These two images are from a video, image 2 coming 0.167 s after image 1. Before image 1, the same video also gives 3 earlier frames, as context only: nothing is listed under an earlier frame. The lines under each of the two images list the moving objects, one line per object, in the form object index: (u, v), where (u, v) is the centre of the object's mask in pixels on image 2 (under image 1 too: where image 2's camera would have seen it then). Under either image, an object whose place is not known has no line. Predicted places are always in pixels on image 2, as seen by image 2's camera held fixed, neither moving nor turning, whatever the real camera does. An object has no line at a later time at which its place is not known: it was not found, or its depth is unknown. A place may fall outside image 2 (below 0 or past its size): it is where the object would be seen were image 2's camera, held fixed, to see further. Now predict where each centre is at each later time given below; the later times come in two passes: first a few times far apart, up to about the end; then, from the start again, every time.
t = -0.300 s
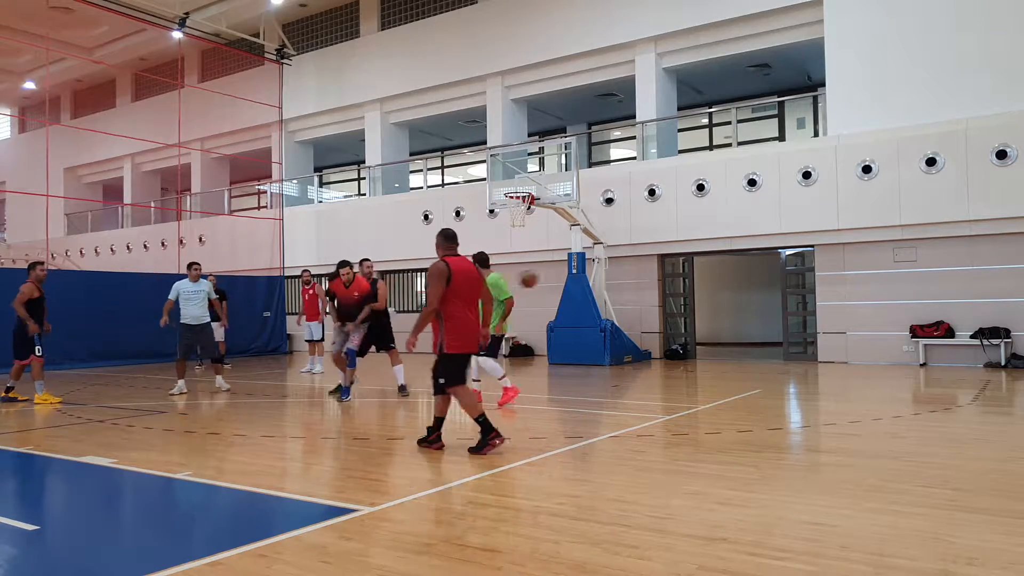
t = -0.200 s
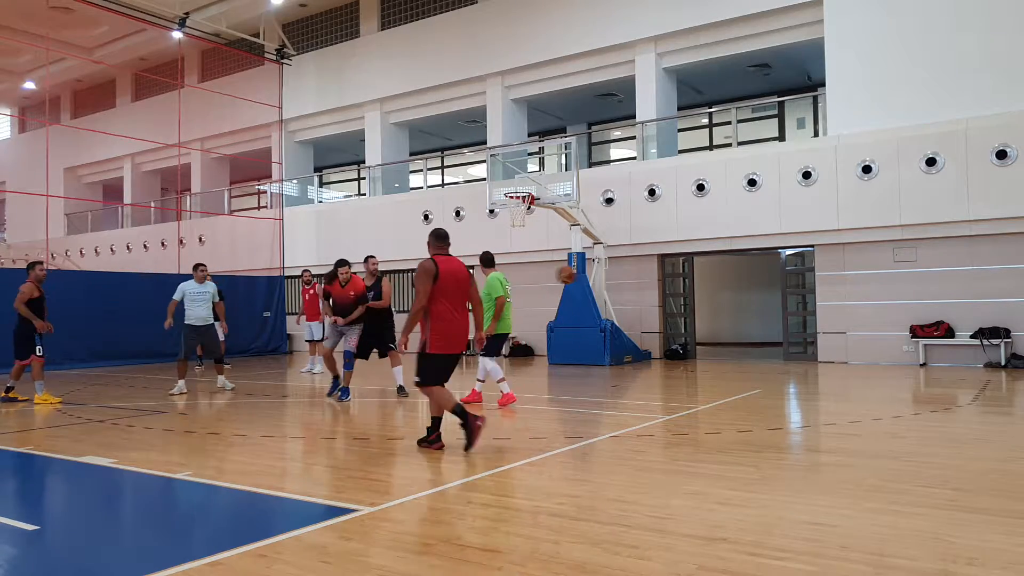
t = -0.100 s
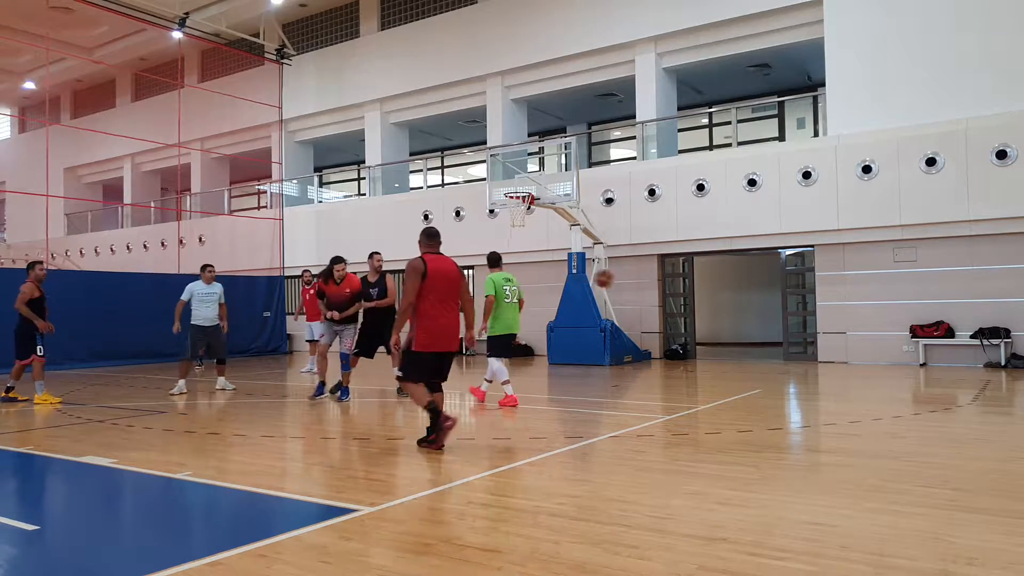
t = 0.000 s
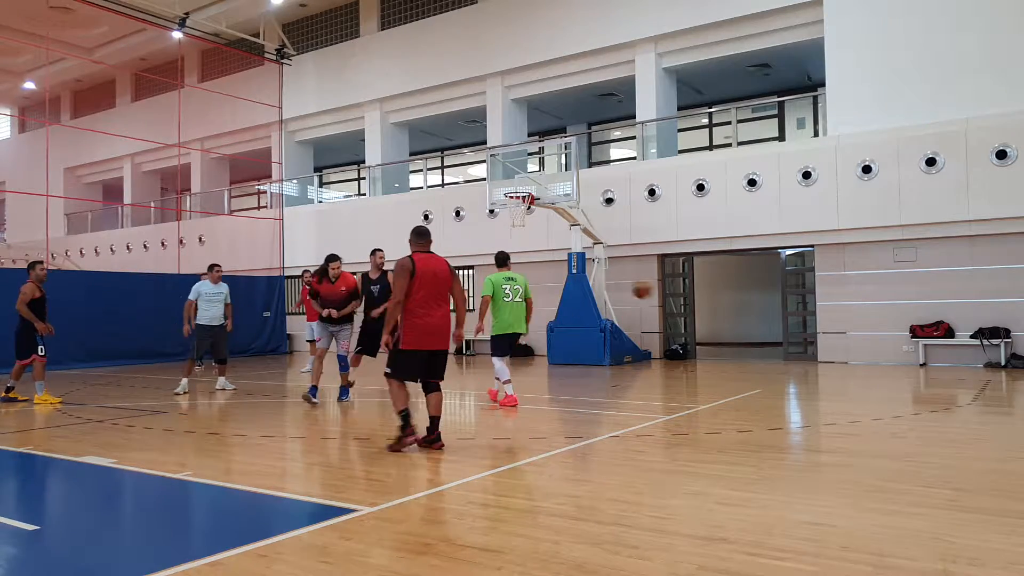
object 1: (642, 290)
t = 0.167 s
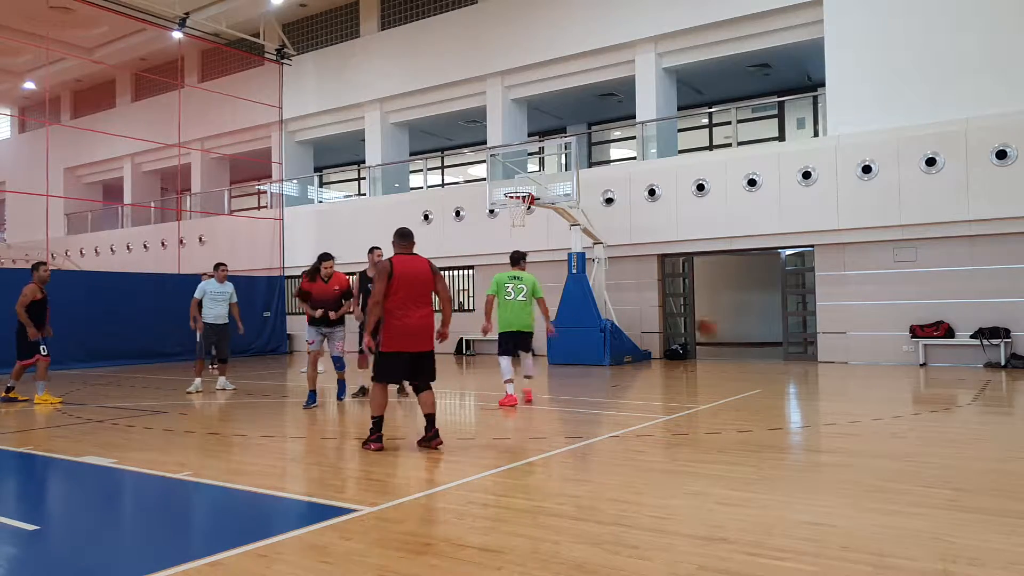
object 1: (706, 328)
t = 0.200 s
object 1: (718, 335)
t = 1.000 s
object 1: (1013, 323)
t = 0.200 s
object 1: (718, 335)
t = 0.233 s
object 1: (733, 349)
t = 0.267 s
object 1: (742, 359)
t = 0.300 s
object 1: (756, 373)
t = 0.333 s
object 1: (768, 381)
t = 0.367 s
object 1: (781, 370)
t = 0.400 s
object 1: (793, 358)
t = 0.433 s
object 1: (807, 349)
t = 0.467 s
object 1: (818, 342)
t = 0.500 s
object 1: (829, 334)
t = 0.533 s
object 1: (841, 327)
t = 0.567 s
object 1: (853, 321)
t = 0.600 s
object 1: (865, 316)
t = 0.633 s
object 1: (877, 312)
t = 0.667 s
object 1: (890, 308)
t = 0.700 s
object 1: (902, 306)
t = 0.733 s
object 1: (914, 305)
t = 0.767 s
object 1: (926, 304)
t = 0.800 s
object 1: (939, 304)
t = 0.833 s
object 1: (952, 305)
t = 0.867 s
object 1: (965, 307)
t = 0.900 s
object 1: (977, 310)
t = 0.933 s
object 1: (989, 314)
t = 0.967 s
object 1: (1002, 318)
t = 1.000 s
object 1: (1013, 323)
